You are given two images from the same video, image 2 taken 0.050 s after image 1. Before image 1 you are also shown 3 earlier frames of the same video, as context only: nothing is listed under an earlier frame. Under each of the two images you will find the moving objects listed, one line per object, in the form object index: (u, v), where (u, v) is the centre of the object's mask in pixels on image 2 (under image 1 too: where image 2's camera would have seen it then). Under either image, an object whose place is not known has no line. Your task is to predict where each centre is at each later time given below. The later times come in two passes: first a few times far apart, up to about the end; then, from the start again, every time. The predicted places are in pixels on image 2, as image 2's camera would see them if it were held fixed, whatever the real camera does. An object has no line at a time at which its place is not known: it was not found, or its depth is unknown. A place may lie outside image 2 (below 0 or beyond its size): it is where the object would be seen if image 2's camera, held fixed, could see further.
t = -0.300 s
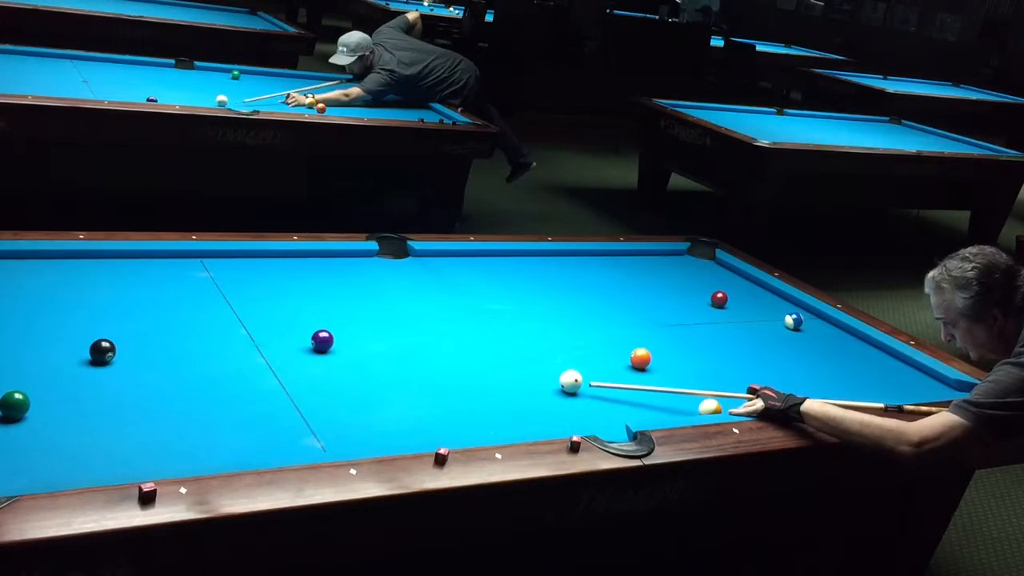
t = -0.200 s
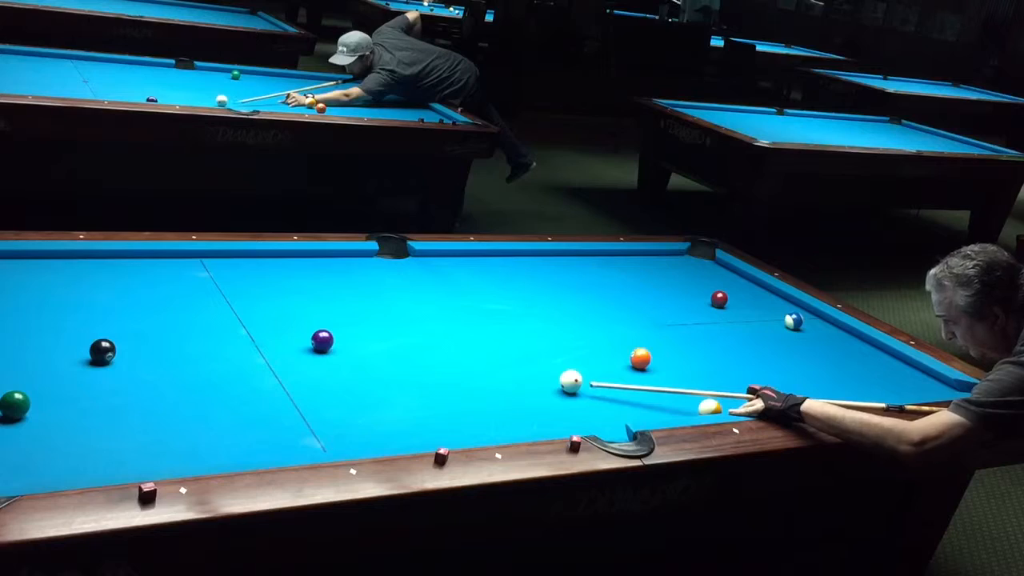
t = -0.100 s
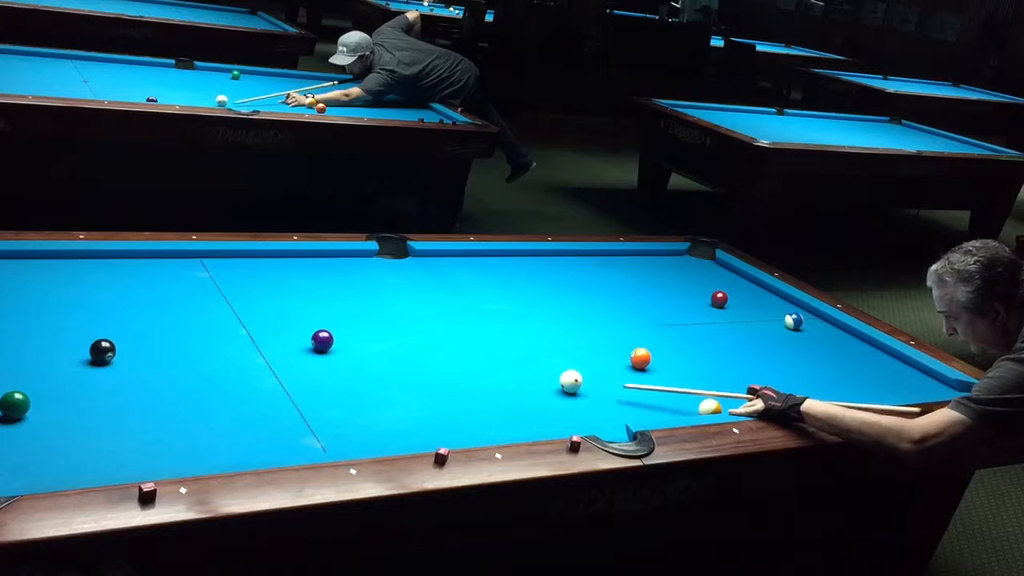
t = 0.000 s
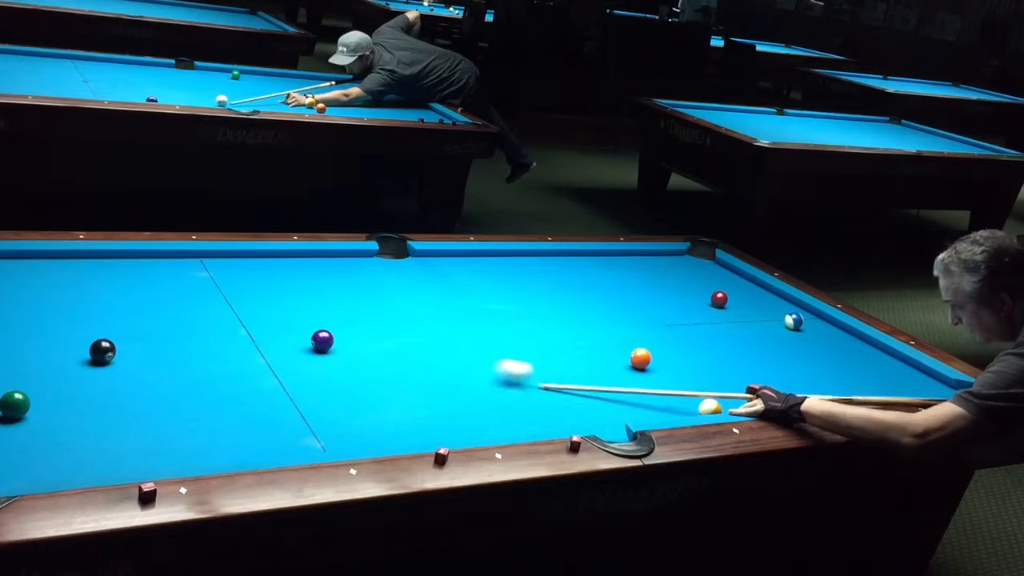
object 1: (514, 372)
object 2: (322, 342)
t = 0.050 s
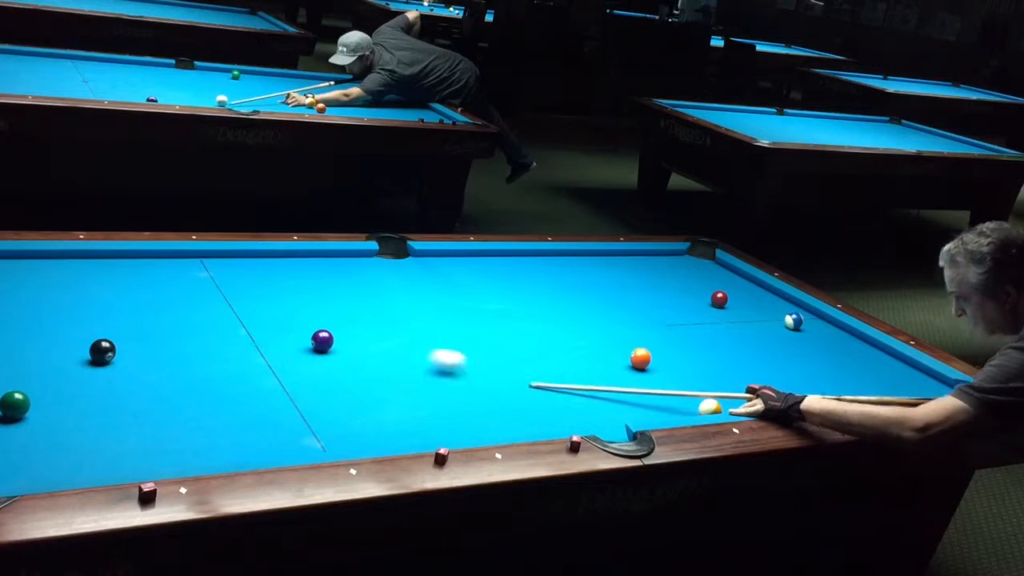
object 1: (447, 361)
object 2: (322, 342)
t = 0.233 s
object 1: (338, 353)
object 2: (211, 316)
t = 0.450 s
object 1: (353, 369)
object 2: (10, 270)
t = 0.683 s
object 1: (377, 387)
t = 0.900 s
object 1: (399, 404)
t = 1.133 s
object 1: (424, 423)
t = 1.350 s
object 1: (445, 432)
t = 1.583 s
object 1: (447, 425)
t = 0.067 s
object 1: (426, 358)
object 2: (322, 342)
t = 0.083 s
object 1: (404, 355)
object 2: (322, 342)
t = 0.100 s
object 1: (383, 351)
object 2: (322, 342)
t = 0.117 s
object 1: (362, 348)
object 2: (322, 342)
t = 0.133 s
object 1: (345, 346)
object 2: (320, 341)
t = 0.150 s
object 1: (342, 347)
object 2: (301, 336)
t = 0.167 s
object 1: (340, 348)
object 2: (283, 332)
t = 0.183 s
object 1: (339, 350)
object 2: (266, 328)
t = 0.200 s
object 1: (339, 351)
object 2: (245, 324)
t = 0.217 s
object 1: (338, 352)
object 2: (228, 320)
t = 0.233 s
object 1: (338, 353)
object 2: (211, 316)
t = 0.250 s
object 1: (337, 354)
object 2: (193, 312)
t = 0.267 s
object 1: (338, 355)
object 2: (177, 309)
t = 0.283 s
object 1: (338, 357)
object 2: (159, 305)
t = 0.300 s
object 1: (339, 358)
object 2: (144, 301)
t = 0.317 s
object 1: (340, 359)
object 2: (127, 297)
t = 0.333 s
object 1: (341, 360)
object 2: (112, 294)
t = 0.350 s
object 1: (343, 362)
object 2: (96, 290)
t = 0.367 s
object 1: (345, 363)
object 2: (80, 287)
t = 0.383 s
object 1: (346, 364)
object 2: (65, 283)
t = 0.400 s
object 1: (348, 365)
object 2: (50, 280)
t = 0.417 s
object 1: (350, 366)
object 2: (36, 276)
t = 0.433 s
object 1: (351, 368)
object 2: (22, 273)
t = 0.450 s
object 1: (353, 369)
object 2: (10, 270)
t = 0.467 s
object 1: (355, 370)
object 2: (4, 268)
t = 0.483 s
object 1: (357, 372)
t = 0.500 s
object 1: (358, 373)
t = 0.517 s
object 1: (360, 374)
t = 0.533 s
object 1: (361, 376)
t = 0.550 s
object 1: (363, 377)
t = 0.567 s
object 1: (365, 378)
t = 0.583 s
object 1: (367, 379)
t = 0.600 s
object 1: (368, 381)
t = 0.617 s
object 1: (370, 382)
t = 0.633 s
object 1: (372, 383)
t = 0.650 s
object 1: (374, 385)
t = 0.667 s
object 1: (375, 386)
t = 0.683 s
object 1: (377, 387)
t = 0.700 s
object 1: (379, 389)
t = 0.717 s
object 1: (381, 390)
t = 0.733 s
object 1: (382, 391)
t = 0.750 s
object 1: (384, 392)
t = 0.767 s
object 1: (386, 394)
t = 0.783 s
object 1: (387, 395)
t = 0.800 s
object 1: (389, 396)
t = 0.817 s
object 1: (391, 397)
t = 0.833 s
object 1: (392, 399)
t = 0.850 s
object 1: (394, 401)
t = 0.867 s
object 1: (396, 402)
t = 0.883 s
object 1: (398, 404)
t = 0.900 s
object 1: (399, 404)
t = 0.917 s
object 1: (401, 406)
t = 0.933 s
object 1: (403, 407)
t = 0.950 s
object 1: (405, 409)
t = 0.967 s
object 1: (406, 410)
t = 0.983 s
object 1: (408, 411)
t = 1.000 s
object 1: (410, 413)
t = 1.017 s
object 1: (412, 414)
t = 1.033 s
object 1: (413, 415)
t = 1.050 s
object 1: (415, 417)
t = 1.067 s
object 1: (417, 418)
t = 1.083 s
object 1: (419, 419)
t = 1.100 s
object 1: (420, 421)
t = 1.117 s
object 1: (422, 422)
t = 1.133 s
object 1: (424, 423)
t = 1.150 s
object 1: (426, 425)
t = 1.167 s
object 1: (427, 425)
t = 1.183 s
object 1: (430, 427)
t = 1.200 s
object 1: (432, 427)
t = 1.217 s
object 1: (433, 428)
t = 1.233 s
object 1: (435, 429)
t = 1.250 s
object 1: (437, 430)
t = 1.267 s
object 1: (439, 430)
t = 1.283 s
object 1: (441, 431)
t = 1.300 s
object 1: (442, 432)
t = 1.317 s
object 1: (444, 433)
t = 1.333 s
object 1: (445, 433)
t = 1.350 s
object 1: (445, 432)
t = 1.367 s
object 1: (445, 432)
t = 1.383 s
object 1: (446, 431)
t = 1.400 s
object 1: (446, 431)
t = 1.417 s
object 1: (446, 430)
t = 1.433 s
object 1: (446, 430)
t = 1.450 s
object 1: (446, 429)
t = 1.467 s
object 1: (446, 429)
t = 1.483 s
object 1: (446, 429)
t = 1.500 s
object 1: (446, 428)
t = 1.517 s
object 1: (446, 428)
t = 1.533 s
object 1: (446, 427)
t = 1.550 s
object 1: (446, 427)
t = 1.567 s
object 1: (446, 426)
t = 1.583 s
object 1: (447, 425)
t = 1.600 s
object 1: (447, 424)
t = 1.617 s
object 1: (447, 424)
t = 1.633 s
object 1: (447, 423)
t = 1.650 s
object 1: (447, 422)
